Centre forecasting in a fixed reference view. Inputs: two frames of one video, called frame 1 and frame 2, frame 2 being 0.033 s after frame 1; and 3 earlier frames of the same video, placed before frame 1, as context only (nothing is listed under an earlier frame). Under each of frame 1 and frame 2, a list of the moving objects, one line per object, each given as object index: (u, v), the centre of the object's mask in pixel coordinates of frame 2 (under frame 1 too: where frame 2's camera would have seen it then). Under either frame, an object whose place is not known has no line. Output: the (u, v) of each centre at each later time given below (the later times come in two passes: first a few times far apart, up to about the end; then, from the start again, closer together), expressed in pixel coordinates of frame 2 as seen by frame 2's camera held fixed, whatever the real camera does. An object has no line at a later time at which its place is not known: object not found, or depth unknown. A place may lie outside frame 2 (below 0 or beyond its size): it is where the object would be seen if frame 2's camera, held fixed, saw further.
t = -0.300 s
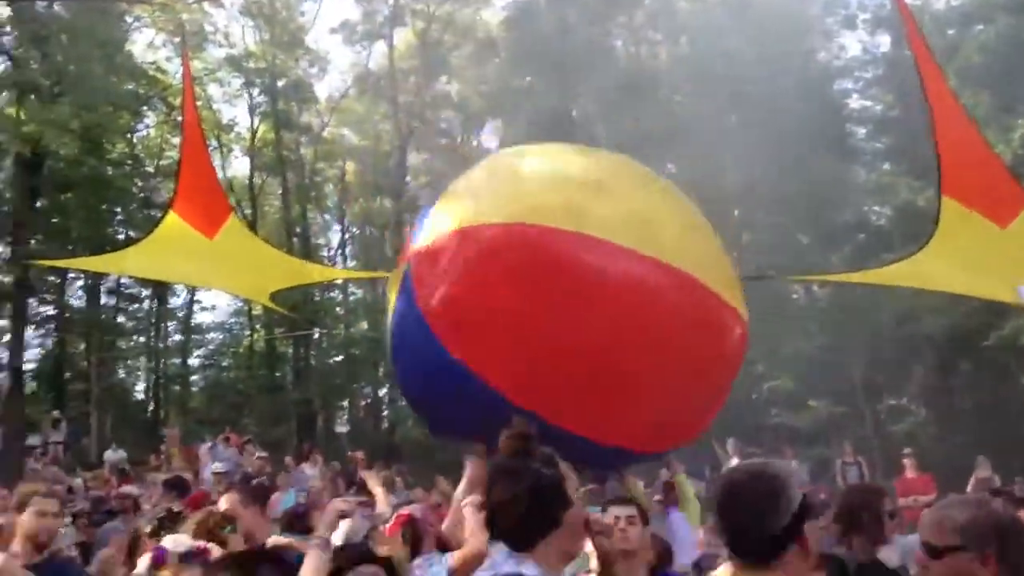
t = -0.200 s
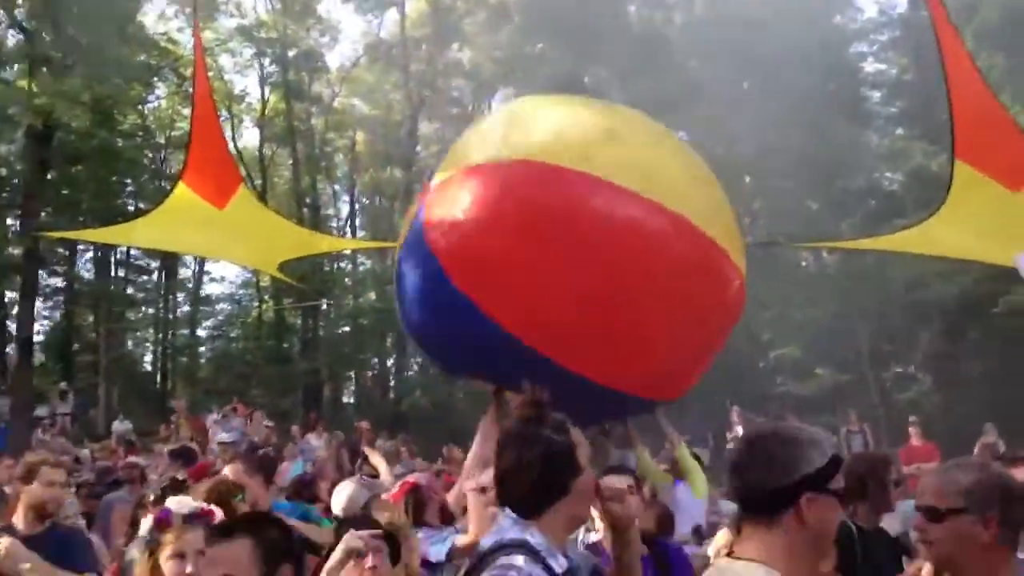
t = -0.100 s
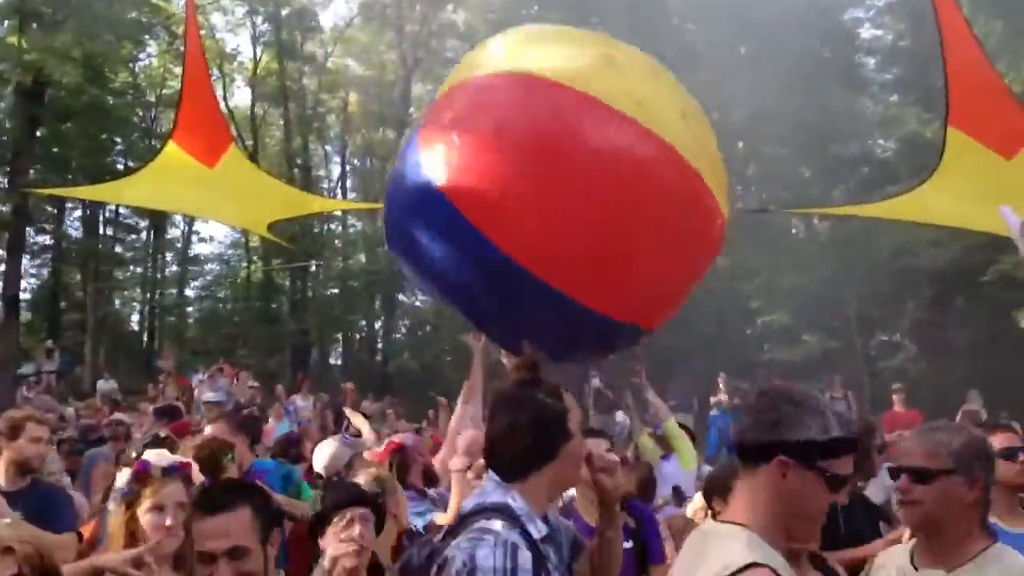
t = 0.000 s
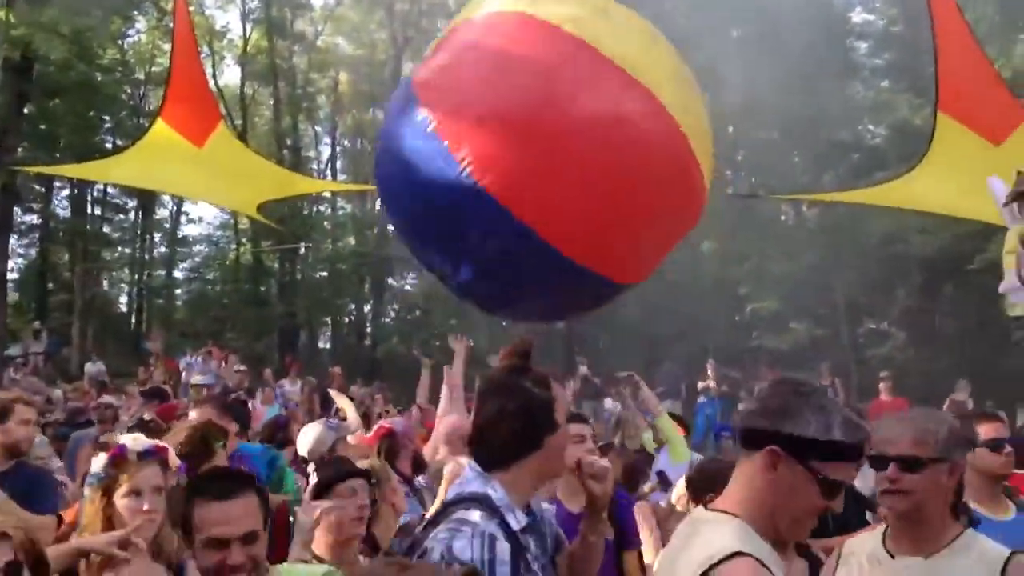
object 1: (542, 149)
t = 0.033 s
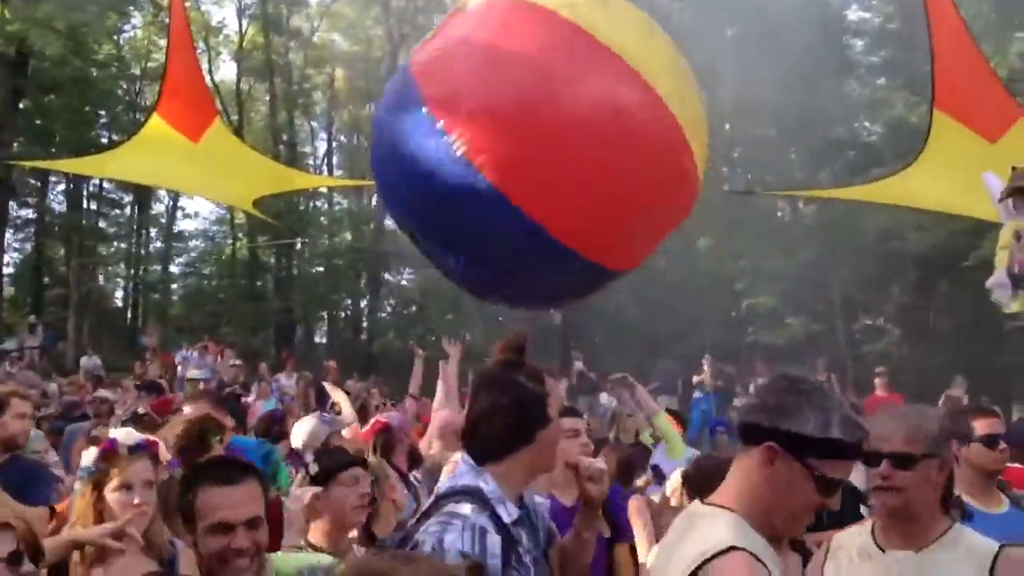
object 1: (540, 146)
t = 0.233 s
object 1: (533, 125)
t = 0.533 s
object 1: (532, 121)
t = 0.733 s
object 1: (536, 137)
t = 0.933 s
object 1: (537, 146)
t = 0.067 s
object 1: (541, 142)
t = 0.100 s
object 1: (539, 135)
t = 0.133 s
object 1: (539, 134)
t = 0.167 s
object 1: (534, 131)
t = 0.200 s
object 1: (537, 127)
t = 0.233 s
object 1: (533, 125)
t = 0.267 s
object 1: (529, 123)
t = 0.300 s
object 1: (530, 120)
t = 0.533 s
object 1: (532, 121)
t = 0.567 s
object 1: (536, 124)
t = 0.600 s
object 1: (535, 125)
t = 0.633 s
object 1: (534, 128)
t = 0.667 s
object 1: (538, 131)
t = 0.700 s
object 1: (539, 134)
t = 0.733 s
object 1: (536, 137)
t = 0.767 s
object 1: (535, 139)
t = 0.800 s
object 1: (537, 141)
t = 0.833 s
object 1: (536, 142)
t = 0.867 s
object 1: (536, 143)
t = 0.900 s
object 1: (536, 144)
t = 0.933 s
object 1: (537, 146)
